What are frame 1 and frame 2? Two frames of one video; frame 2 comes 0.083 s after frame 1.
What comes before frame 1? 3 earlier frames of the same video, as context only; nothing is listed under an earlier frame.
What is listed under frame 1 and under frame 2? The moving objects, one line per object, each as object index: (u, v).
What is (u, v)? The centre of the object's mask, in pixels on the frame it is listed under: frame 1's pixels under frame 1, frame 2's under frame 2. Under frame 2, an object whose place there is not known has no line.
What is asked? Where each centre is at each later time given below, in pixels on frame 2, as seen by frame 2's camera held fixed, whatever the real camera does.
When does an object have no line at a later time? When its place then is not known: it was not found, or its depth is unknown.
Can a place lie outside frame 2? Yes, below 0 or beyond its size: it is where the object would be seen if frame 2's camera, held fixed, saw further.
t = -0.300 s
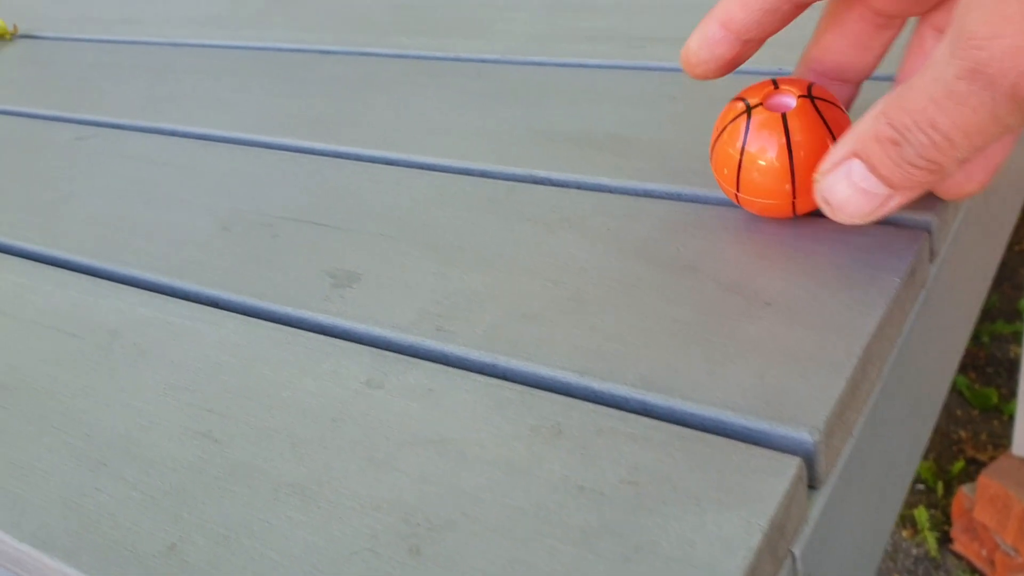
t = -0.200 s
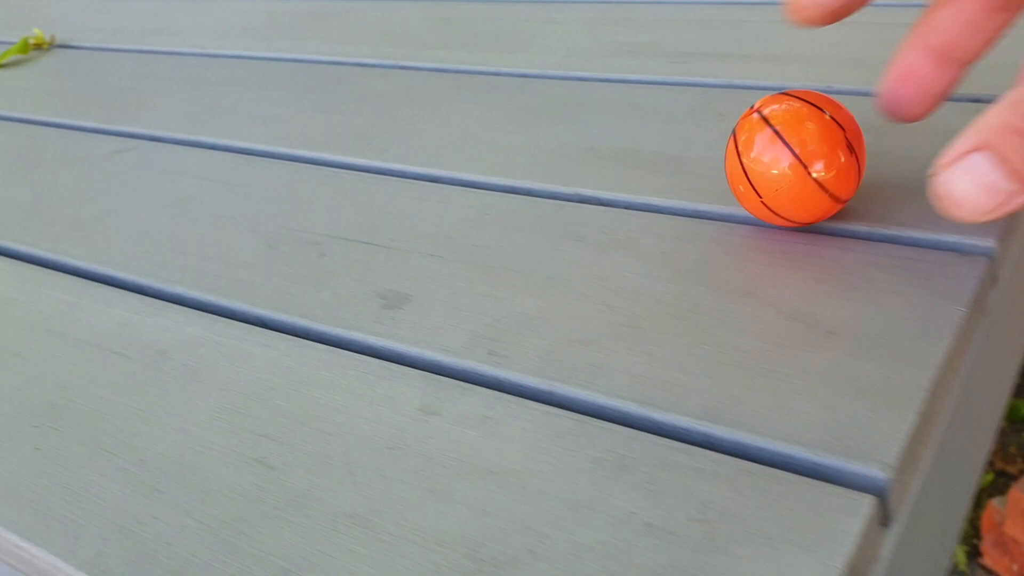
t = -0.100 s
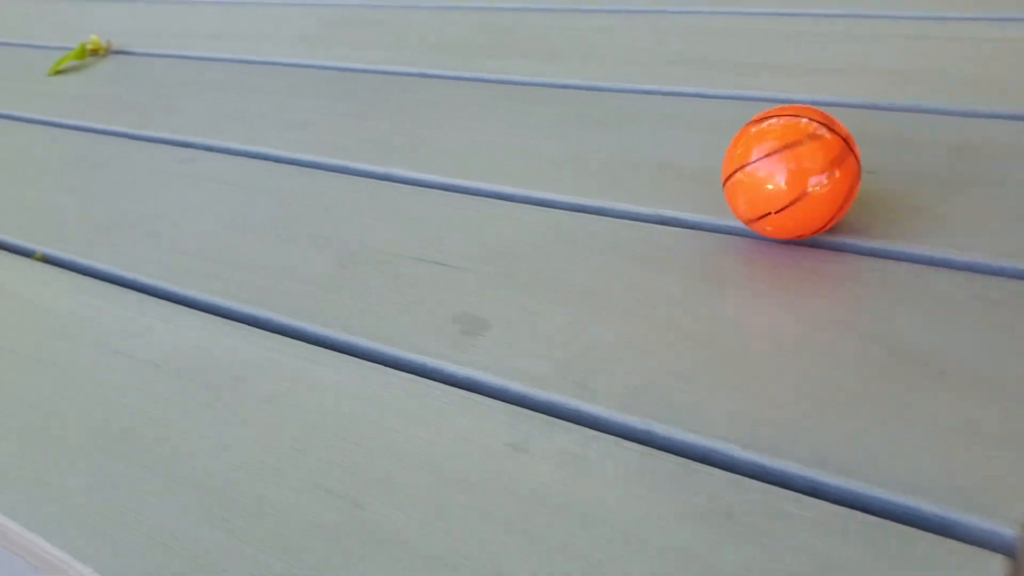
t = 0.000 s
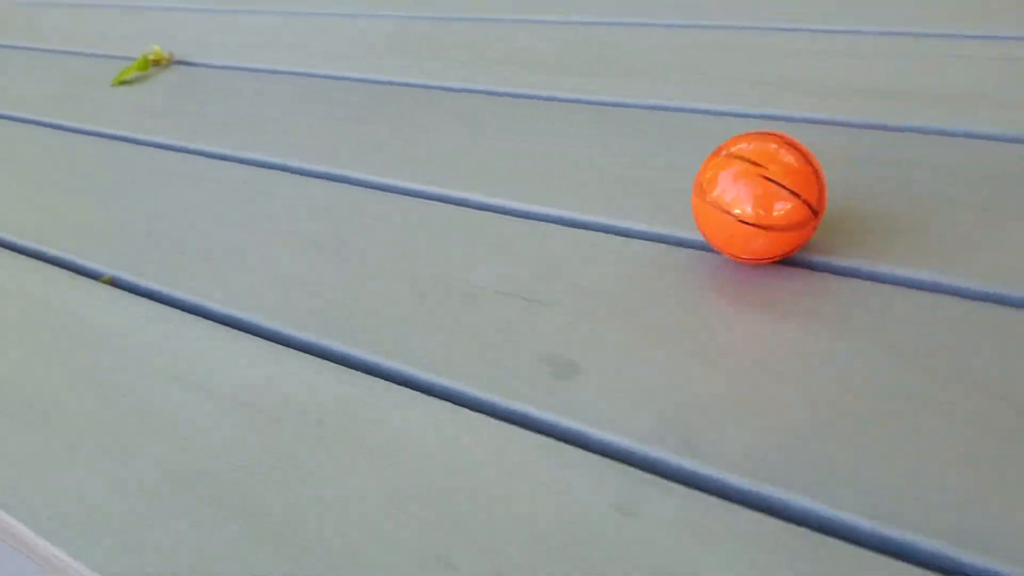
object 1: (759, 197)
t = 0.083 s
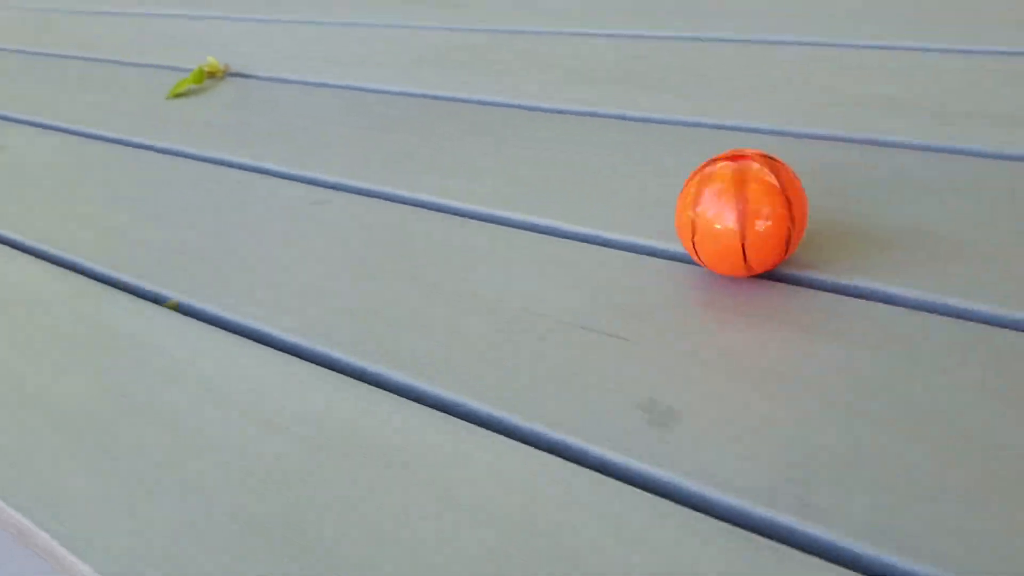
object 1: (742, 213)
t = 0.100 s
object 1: (739, 214)
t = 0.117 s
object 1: (735, 215)
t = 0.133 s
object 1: (731, 216)
